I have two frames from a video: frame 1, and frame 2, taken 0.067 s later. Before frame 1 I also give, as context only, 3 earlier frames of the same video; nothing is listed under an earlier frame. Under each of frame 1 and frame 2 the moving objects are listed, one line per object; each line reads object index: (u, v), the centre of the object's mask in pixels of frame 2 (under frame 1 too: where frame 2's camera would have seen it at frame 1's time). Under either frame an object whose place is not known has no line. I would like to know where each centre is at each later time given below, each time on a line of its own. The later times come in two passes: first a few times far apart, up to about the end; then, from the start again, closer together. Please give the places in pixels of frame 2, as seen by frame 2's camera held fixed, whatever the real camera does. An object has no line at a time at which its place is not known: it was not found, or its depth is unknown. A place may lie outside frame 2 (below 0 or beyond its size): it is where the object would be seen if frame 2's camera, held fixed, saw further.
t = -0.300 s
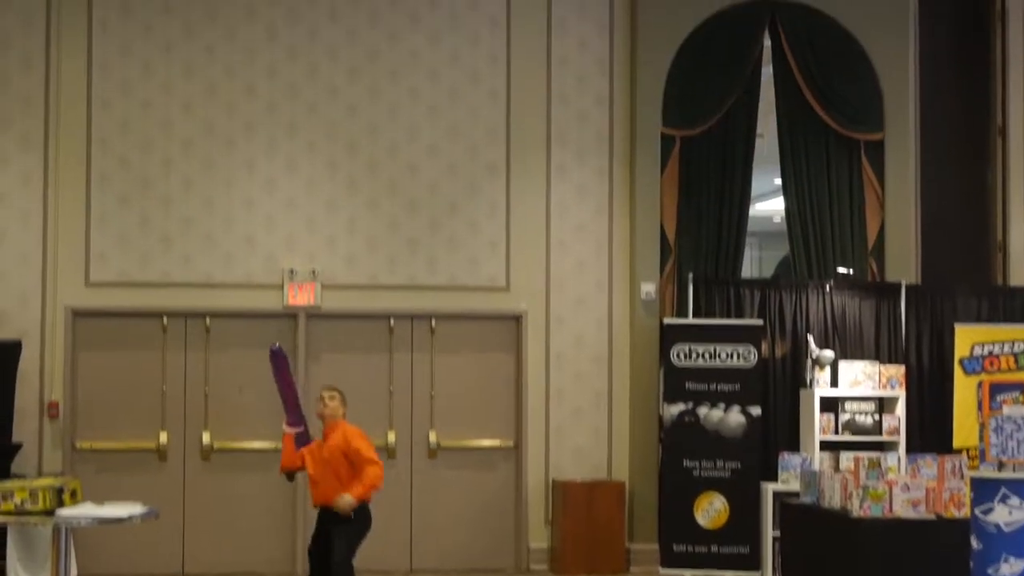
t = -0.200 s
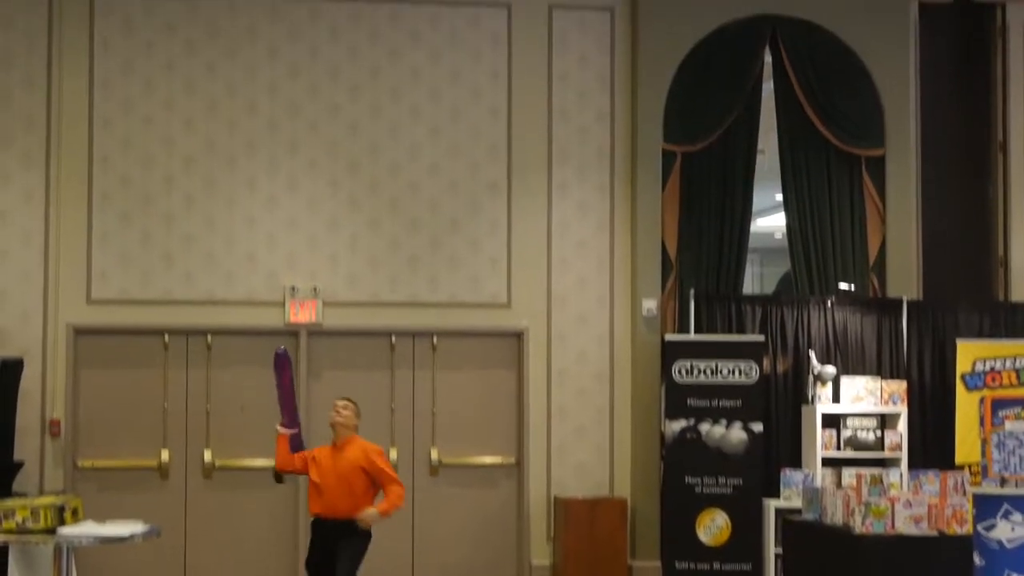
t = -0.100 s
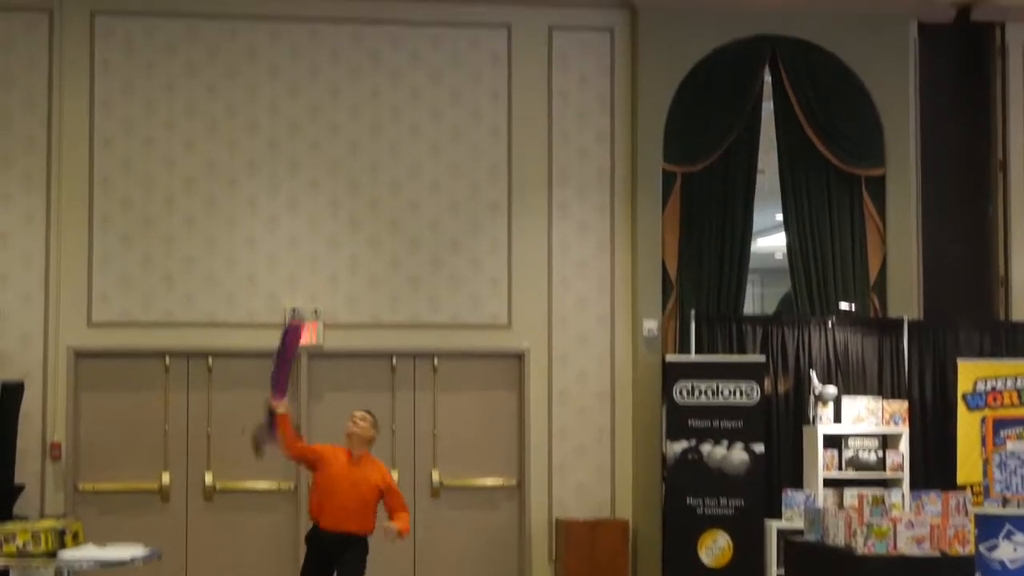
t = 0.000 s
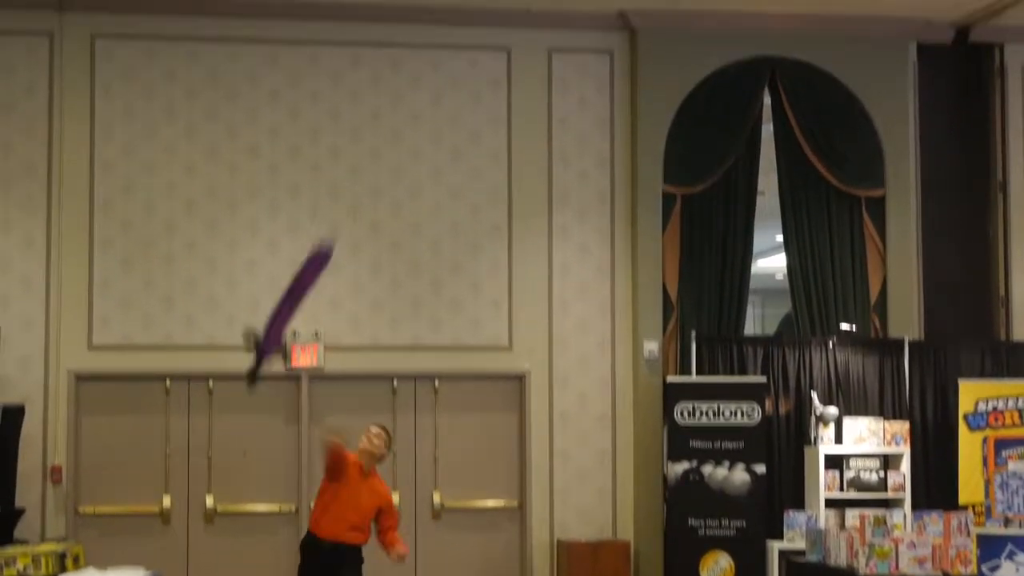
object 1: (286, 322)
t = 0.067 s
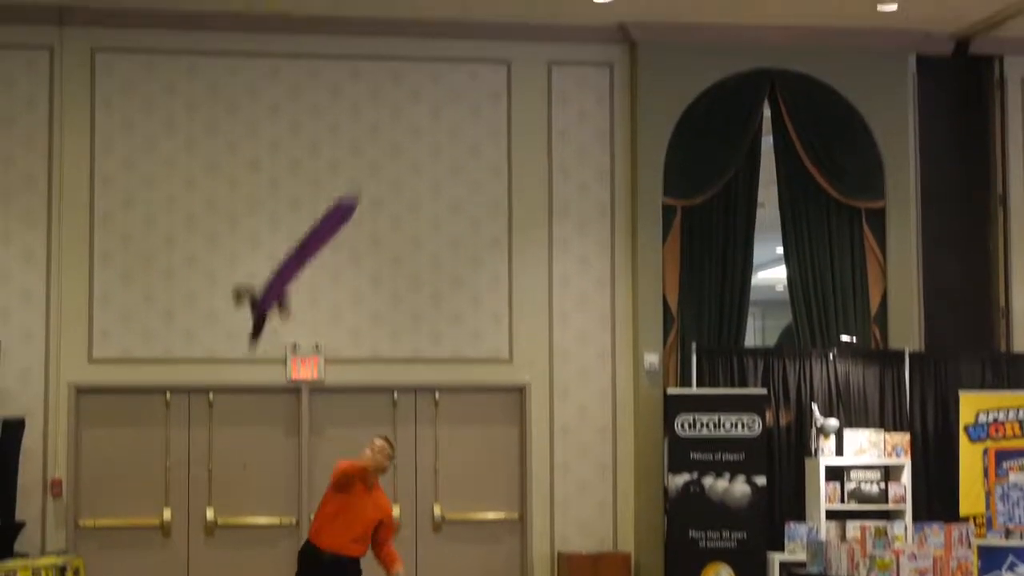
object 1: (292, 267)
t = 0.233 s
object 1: (332, 144)
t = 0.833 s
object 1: (1020, -54)
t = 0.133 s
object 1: (307, 209)
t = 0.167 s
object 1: (315, 182)
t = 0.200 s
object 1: (323, 165)
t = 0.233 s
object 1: (332, 144)
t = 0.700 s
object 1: (726, -38)
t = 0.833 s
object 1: (1020, -54)
